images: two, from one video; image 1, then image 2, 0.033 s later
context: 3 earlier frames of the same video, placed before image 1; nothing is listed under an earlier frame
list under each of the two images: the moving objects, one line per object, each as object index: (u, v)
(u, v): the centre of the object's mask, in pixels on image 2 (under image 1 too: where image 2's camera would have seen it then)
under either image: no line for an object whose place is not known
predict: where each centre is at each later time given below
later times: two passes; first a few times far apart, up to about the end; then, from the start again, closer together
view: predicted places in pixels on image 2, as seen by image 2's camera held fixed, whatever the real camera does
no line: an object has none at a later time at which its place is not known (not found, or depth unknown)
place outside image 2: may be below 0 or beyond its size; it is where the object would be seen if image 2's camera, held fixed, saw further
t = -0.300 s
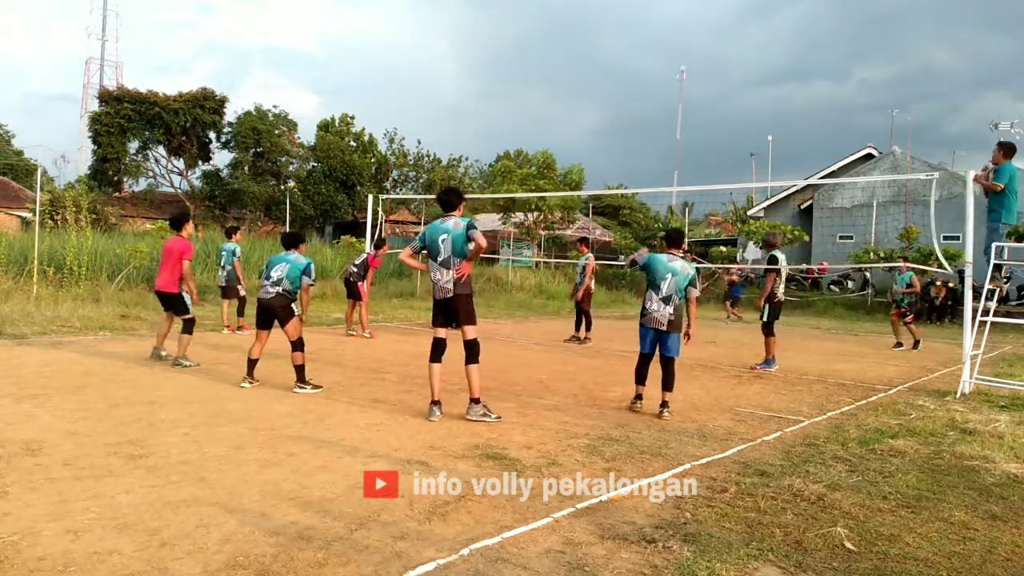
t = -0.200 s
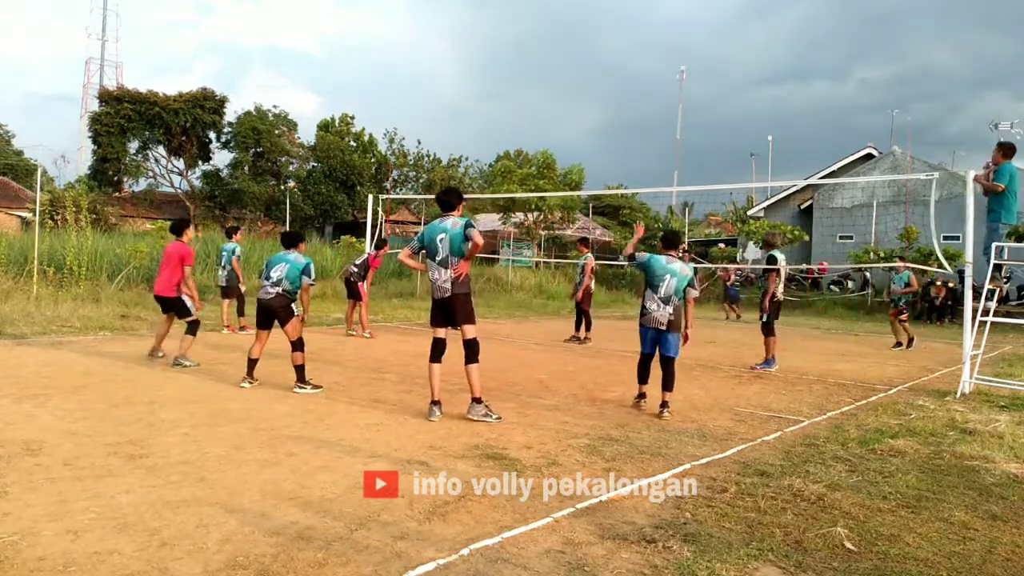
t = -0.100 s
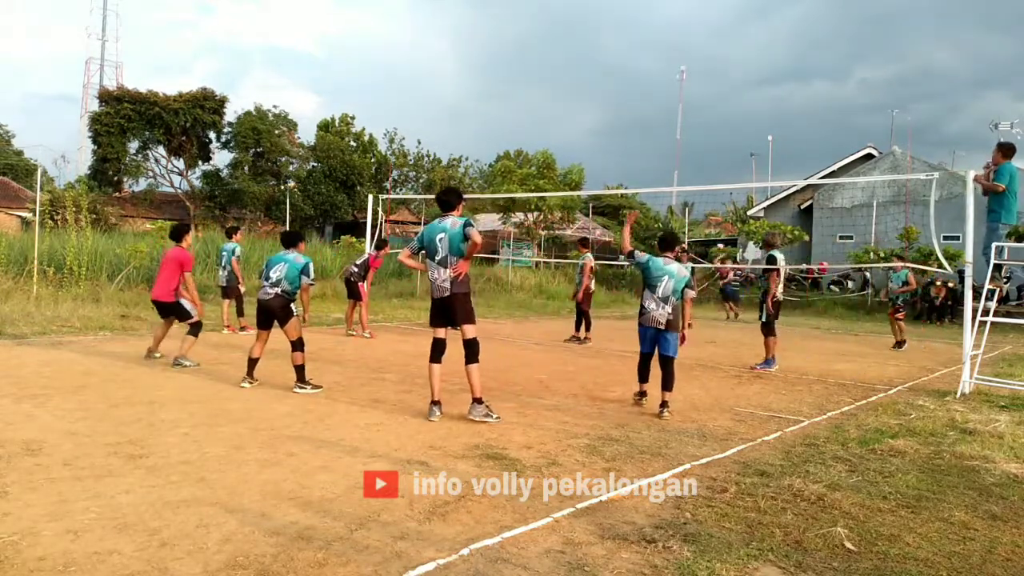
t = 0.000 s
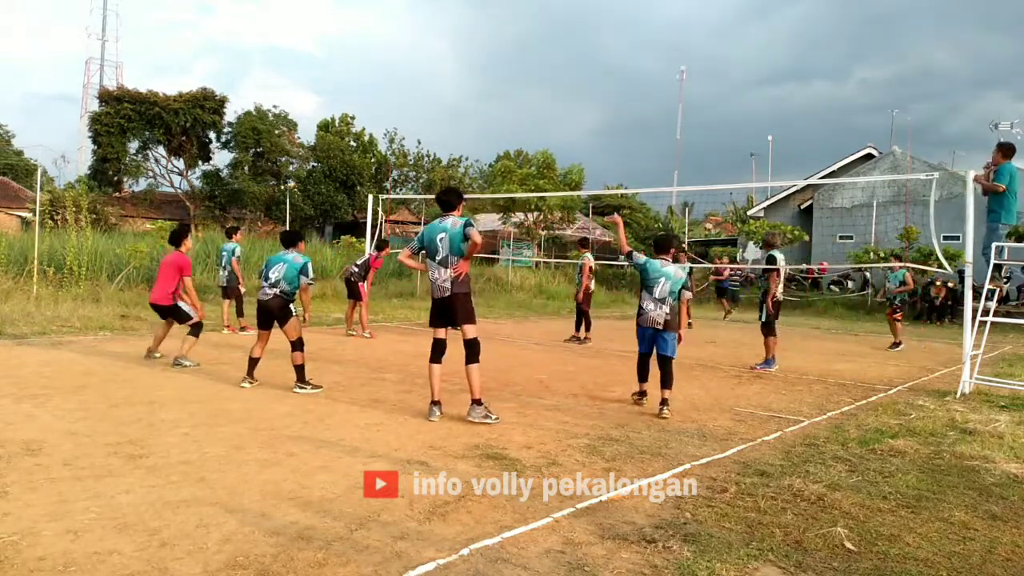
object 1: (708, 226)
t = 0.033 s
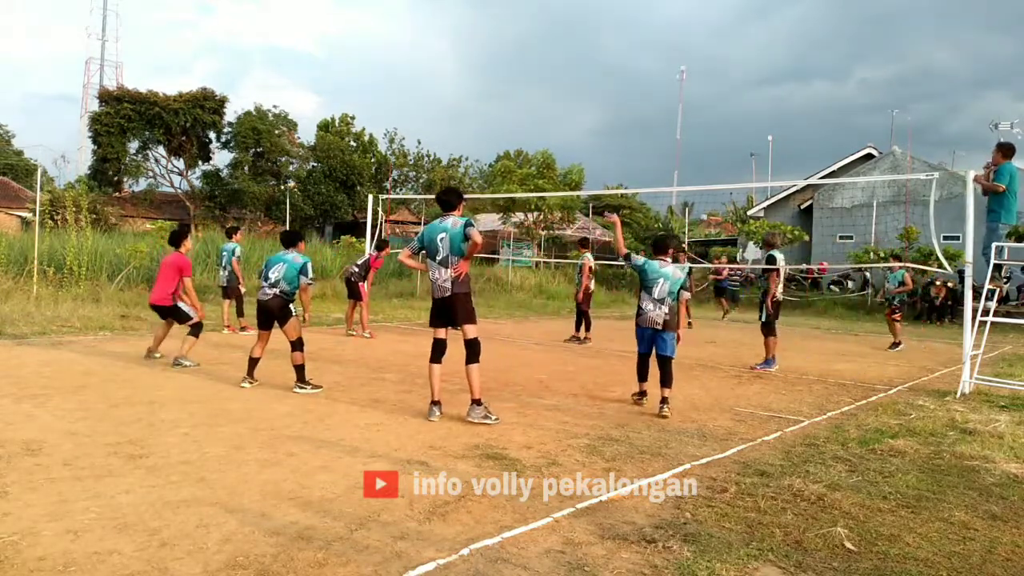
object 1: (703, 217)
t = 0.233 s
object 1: (670, 169)
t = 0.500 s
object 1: (615, 115)
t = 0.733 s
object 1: (554, 90)
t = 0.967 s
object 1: (468, 99)
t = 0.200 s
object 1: (676, 177)
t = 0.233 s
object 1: (670, 169)
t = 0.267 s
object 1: (663, 161)
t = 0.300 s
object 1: (657, 154)
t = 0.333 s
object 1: (650, 147)
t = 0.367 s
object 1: (644, 140)
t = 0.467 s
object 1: (622, 120)
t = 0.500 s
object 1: (615, 115)
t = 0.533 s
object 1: (608, 109)
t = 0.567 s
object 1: (600, 104)
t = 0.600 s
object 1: (591, 100)
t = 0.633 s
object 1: (582, 97)
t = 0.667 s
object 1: (573, 93)
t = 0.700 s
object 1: (564, 91)
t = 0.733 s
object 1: (554, 90)
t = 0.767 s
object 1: (543, 88)
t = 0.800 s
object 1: (531, 88)
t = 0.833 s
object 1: (521, 88)
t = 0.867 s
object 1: (509, 89)
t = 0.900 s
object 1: (496, 92)
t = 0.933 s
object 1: (483, 95)
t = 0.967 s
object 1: (468, 99)
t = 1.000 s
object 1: (453, 104)
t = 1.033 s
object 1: (437, 110)
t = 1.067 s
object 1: (421, 118)
